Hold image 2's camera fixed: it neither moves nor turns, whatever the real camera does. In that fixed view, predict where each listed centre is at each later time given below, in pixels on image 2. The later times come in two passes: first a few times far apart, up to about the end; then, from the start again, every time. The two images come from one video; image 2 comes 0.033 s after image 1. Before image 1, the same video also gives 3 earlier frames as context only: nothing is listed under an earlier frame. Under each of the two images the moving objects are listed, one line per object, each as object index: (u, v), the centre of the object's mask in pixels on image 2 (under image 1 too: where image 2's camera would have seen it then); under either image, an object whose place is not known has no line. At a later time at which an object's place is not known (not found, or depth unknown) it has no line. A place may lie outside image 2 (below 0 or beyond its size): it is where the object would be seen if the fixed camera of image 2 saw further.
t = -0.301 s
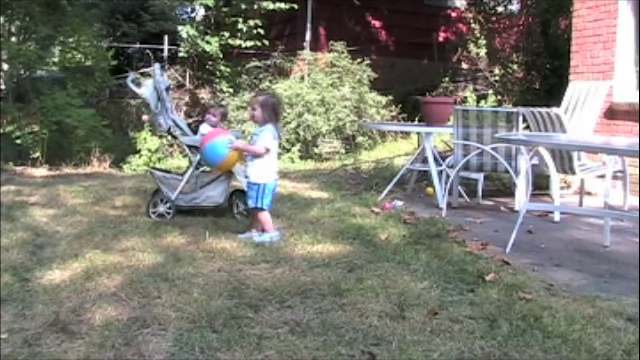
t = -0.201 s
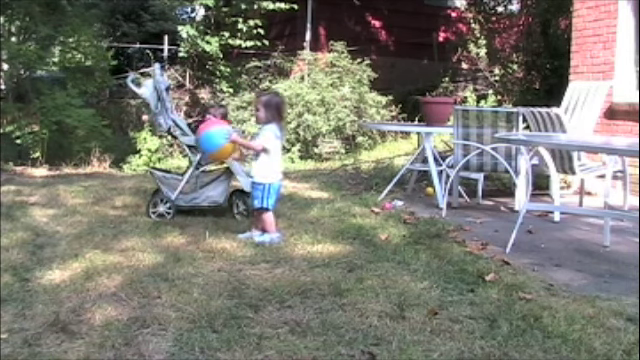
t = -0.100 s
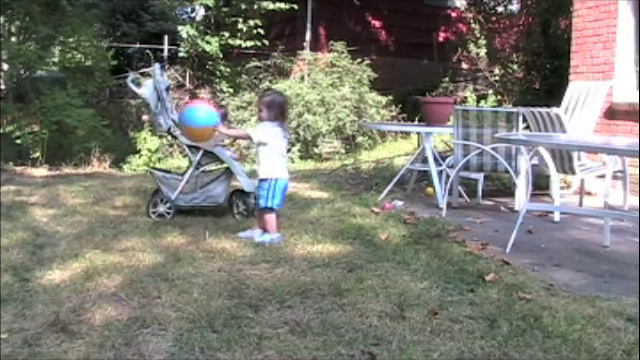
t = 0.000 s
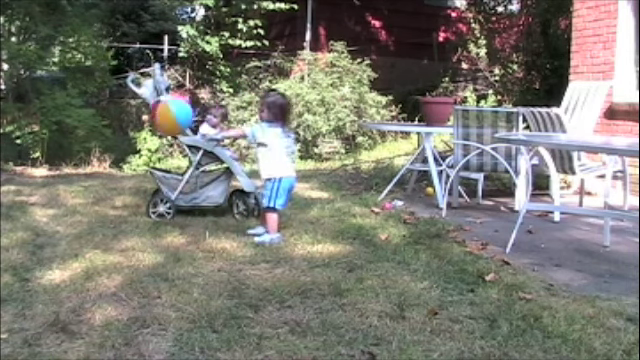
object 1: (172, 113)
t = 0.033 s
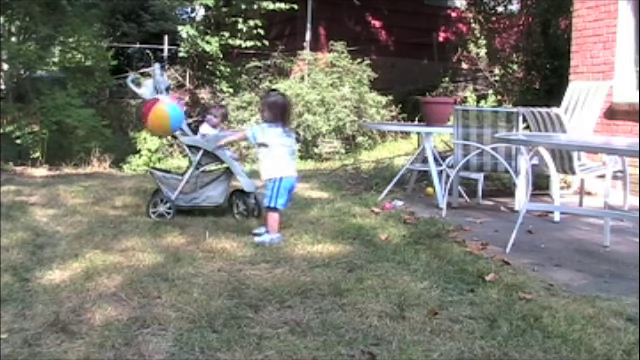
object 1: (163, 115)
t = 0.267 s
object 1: (100, 158)
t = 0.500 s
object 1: (61, 200)
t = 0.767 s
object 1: (52, 189)
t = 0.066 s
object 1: (153, 117)
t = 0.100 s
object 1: (143, 121)
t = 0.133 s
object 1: (133, 125)
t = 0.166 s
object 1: (124, 132)
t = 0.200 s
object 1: (116, 139)
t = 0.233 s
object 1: (107, 148)
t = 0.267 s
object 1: (100, 158)
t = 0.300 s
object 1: (92, 169)
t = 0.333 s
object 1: (84, 182)
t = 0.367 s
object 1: (76, 196)
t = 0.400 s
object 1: (69, 212)
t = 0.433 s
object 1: (65, 215)
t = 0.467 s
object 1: (63, 208)
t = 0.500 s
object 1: (61, 200)
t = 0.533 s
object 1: (60, 195)
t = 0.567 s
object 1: (59, 191)
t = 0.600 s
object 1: (58, 187)
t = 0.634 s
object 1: (57, 185)
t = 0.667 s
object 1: (56, 184)
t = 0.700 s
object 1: (55, 184)
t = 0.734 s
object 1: (53, 187)
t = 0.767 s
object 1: (52, 189)
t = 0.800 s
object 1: (50, 195)
